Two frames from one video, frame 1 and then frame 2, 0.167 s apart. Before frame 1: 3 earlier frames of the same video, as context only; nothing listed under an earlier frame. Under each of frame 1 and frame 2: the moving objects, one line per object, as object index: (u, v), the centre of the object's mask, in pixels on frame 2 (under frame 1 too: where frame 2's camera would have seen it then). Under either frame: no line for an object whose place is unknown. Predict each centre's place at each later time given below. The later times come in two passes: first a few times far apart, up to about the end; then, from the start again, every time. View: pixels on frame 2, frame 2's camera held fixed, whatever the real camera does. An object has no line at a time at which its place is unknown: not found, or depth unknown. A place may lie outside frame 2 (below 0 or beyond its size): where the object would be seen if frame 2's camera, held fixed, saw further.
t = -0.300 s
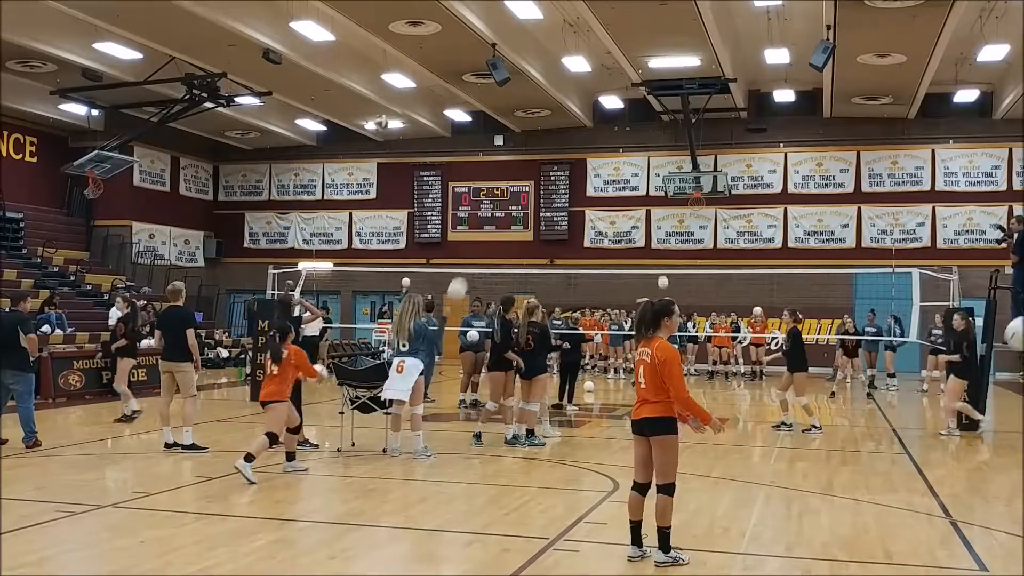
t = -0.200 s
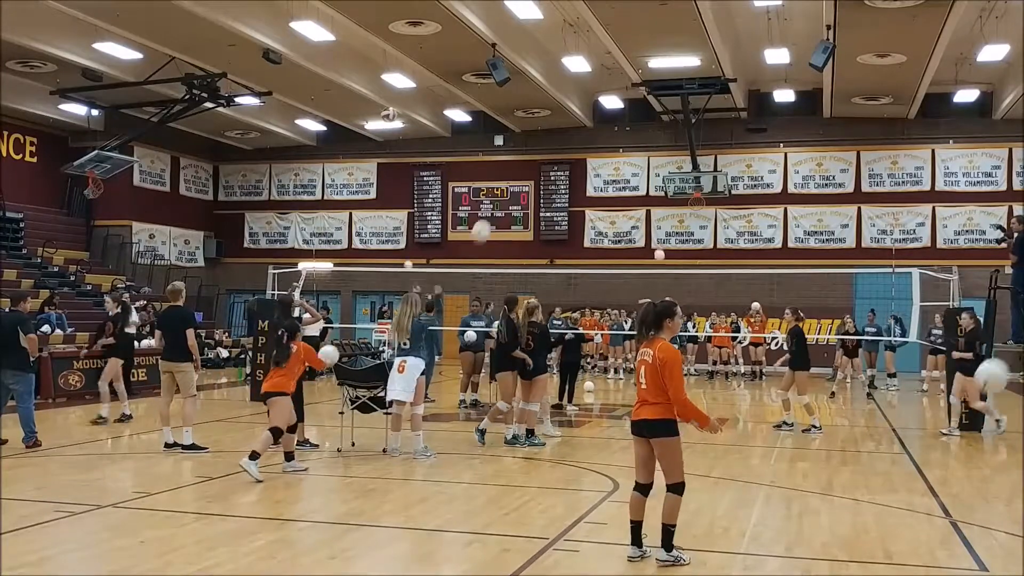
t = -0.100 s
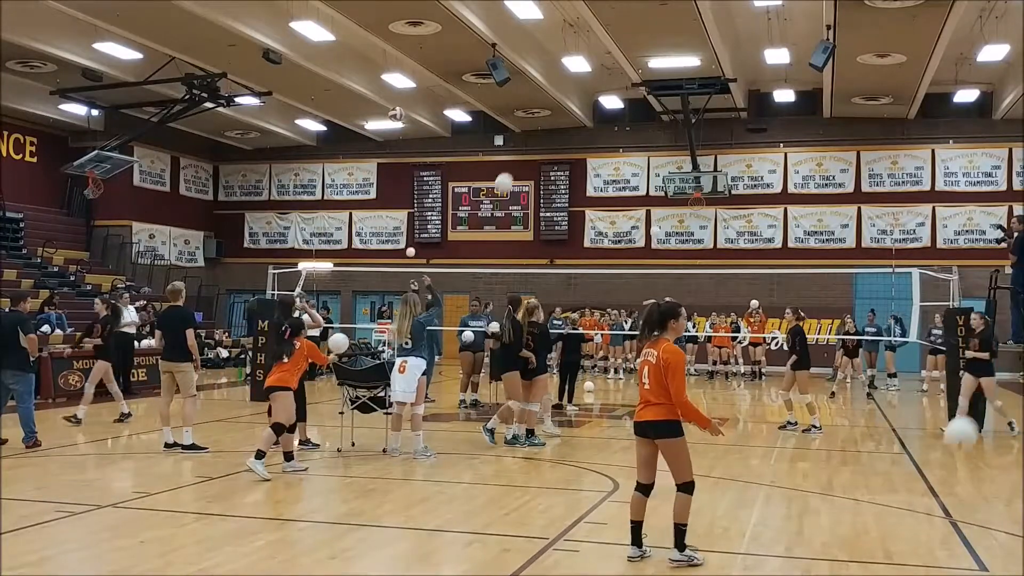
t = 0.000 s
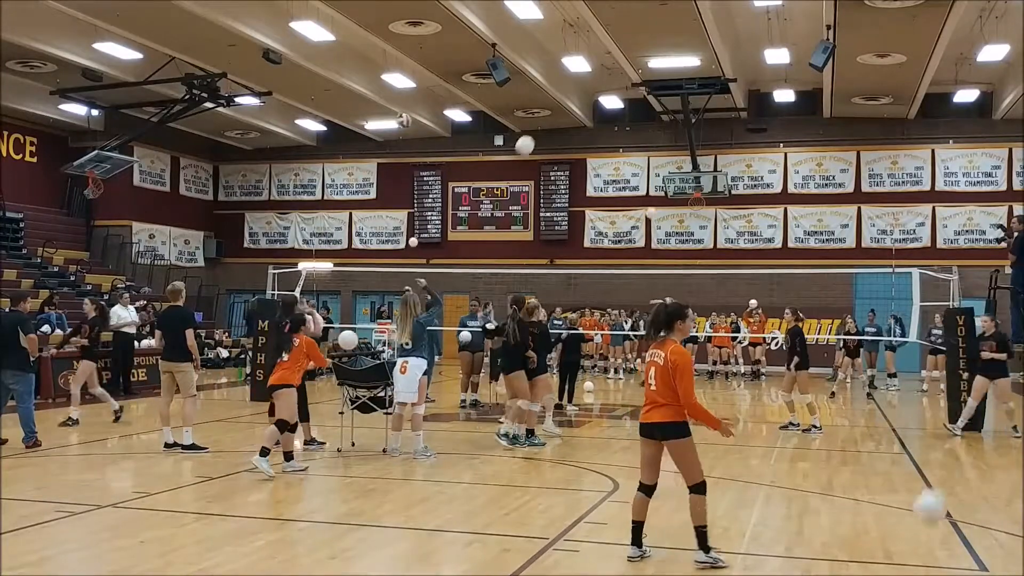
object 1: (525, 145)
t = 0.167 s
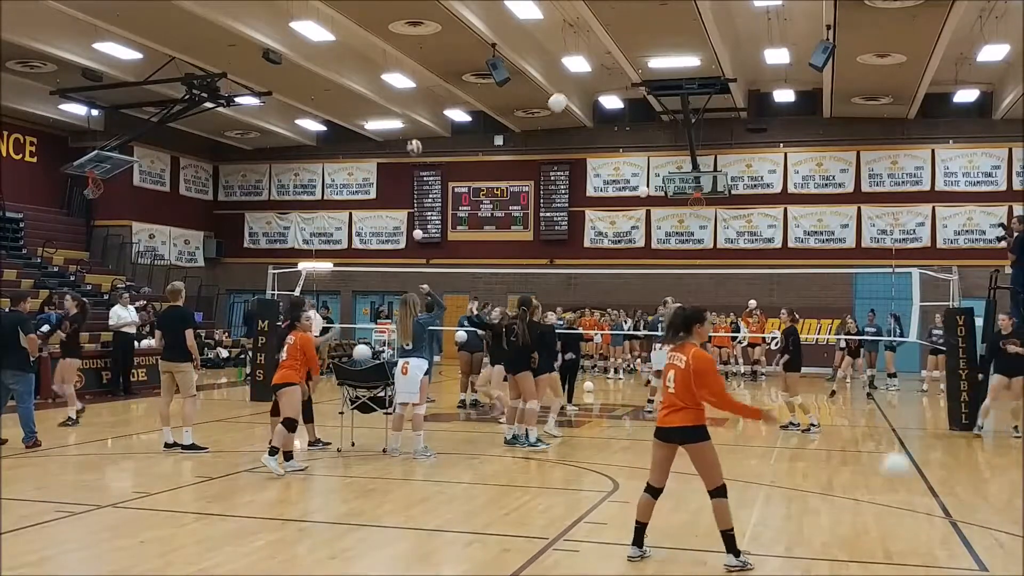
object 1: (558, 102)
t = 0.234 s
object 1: (570, 91)
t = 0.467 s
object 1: (611, 83)
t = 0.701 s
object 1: (649, 115)
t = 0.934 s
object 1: (683, 183)
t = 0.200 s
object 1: (564, 96)
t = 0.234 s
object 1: (570, 91)
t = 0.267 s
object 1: (576, 88)
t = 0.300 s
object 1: (582, 85)
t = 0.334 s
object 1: (588, 83)
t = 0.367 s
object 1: (594, 81)
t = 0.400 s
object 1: (600, 81)
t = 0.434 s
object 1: (605, 81)
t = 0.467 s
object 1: (611, 83)
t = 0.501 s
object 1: (617, 85)
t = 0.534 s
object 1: (622, 88)
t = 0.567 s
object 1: (628, 92)
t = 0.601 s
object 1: (633, 96)
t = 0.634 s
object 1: (638, 102)
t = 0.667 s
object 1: (643, 108)
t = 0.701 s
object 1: (649, 115)
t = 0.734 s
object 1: (653, 123)
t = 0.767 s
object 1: (659, 131)
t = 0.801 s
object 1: (663, 140)
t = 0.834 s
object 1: (668, 149)
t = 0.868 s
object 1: (673, 159)
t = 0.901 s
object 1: (678, 170)
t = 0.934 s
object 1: (683, 183)
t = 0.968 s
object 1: (687, 196)
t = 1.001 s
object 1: (691, 206)
